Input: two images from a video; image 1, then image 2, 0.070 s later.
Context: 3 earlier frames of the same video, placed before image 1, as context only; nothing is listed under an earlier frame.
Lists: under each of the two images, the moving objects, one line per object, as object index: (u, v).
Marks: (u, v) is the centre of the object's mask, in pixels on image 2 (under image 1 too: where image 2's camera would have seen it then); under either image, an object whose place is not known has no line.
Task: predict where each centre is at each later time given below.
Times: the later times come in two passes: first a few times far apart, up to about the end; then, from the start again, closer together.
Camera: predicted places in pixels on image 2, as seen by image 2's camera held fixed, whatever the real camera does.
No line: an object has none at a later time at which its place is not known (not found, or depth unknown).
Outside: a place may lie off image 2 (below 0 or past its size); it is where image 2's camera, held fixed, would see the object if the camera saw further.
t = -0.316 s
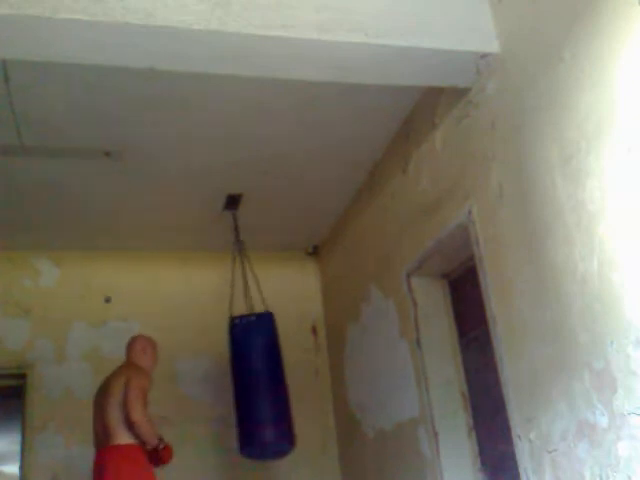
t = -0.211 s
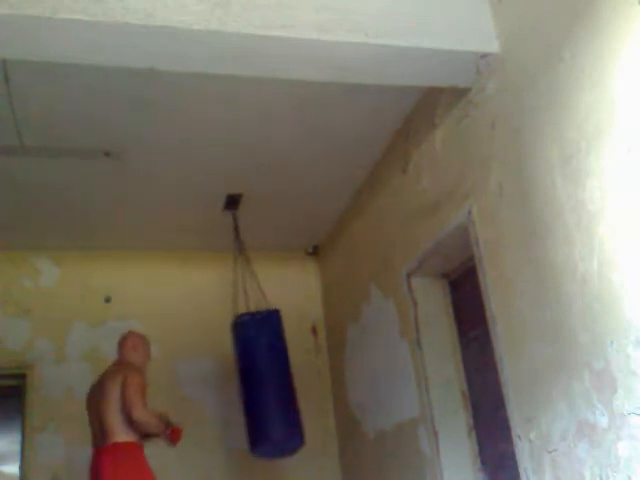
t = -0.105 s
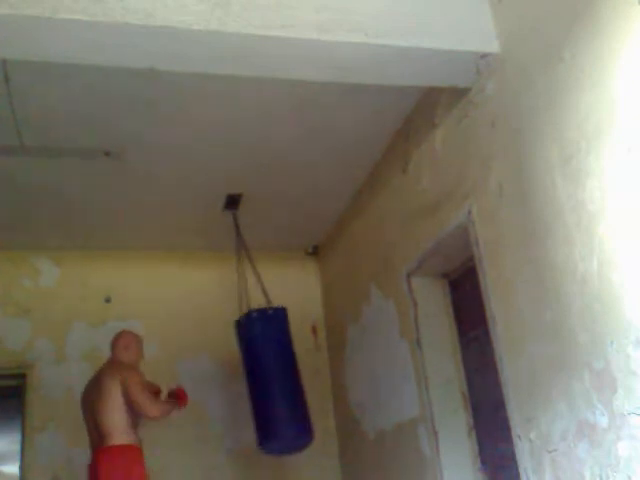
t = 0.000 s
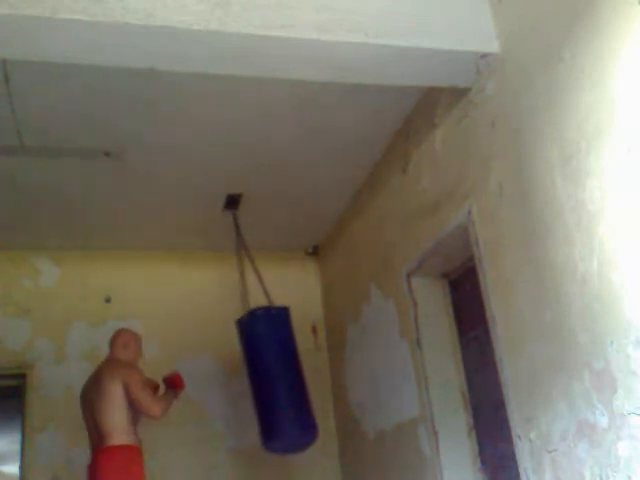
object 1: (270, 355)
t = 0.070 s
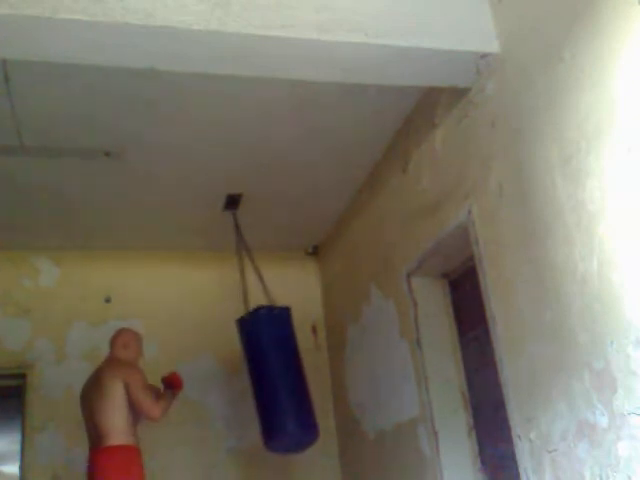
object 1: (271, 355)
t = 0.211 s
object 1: (270, 354)
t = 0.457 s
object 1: (262, 356)
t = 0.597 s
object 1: (254, 358)
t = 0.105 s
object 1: (271, 354)
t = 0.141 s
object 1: (271, 354)
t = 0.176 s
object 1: (271, 354)
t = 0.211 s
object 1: (270, 354)
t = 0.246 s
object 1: (270, 355)
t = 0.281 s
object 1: (269, 355)
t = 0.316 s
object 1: (268, 355)
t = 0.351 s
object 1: (266, 355)
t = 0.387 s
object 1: (265, 355)
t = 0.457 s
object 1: (262, 356)
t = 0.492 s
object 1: (260, 356)
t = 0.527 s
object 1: (258, 357)
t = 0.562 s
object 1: (256, 357)
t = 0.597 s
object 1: (254, 358)
